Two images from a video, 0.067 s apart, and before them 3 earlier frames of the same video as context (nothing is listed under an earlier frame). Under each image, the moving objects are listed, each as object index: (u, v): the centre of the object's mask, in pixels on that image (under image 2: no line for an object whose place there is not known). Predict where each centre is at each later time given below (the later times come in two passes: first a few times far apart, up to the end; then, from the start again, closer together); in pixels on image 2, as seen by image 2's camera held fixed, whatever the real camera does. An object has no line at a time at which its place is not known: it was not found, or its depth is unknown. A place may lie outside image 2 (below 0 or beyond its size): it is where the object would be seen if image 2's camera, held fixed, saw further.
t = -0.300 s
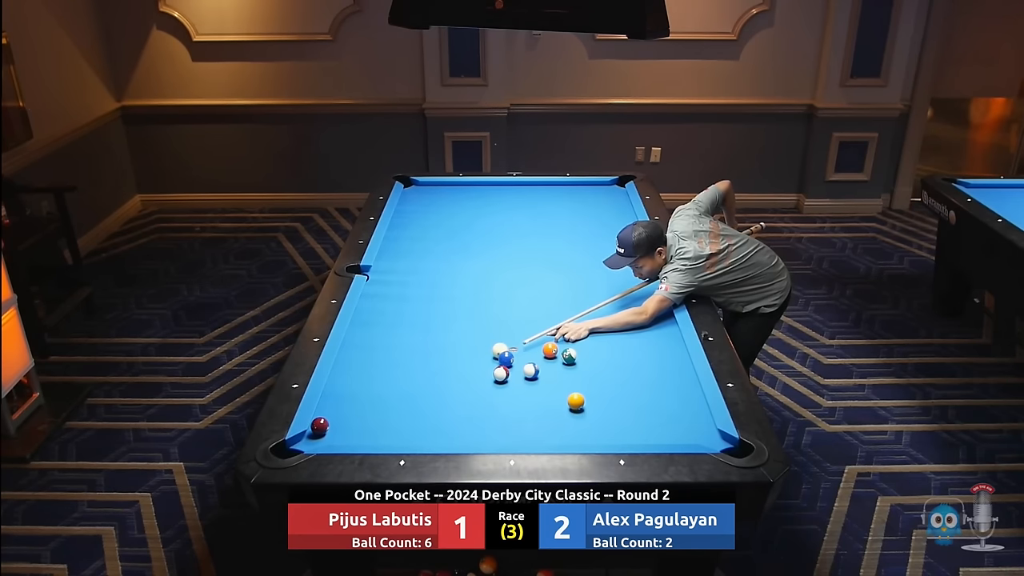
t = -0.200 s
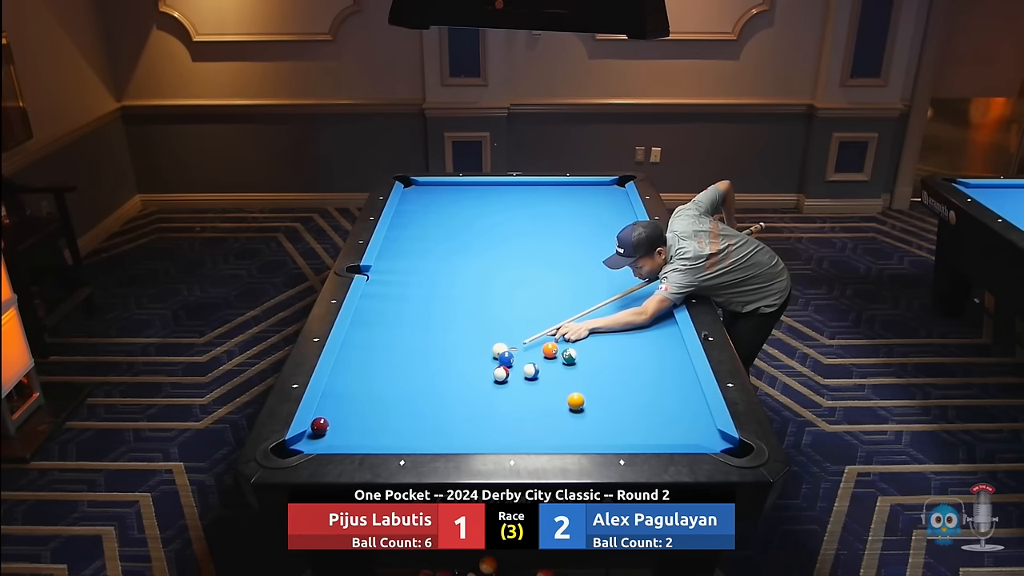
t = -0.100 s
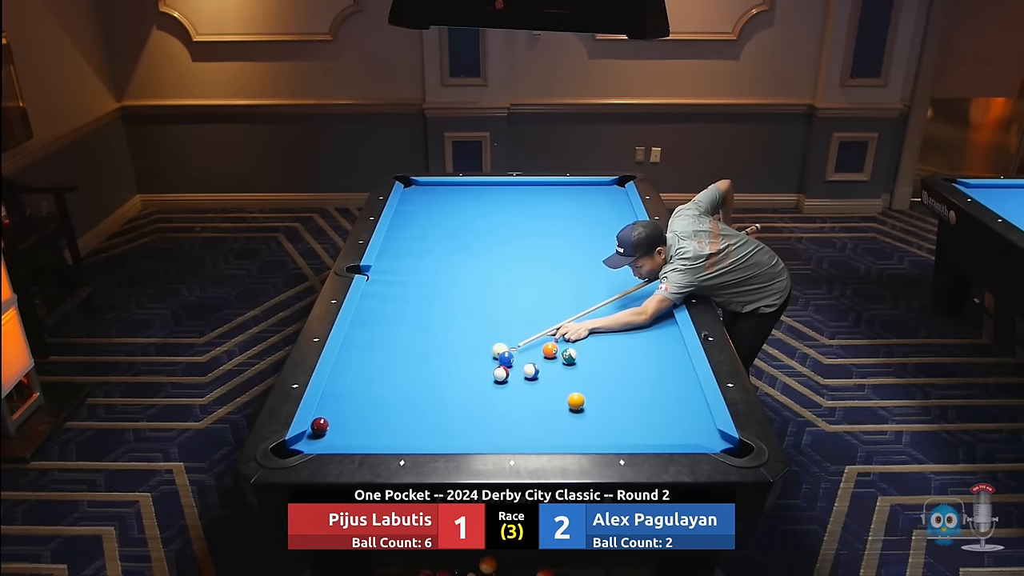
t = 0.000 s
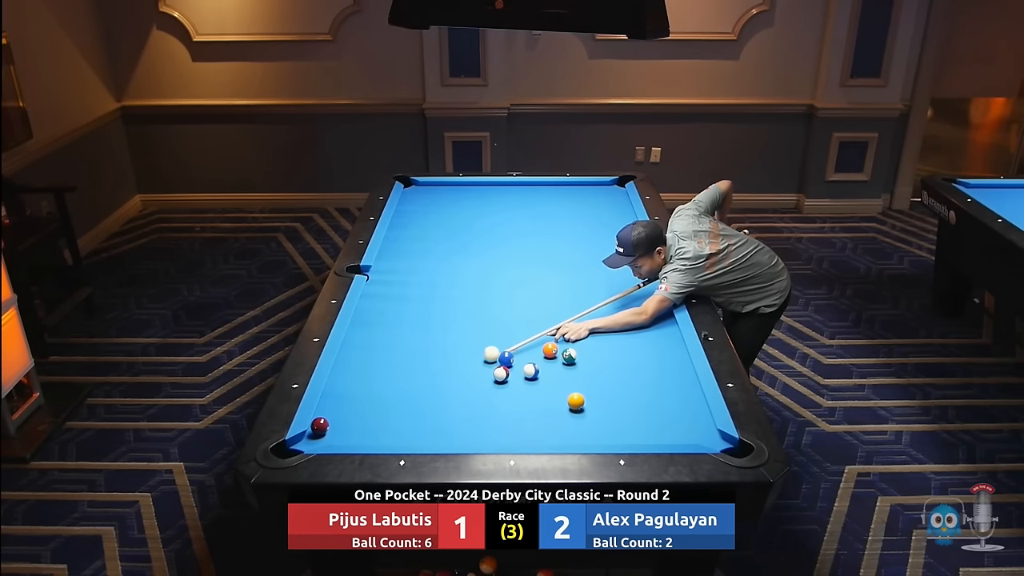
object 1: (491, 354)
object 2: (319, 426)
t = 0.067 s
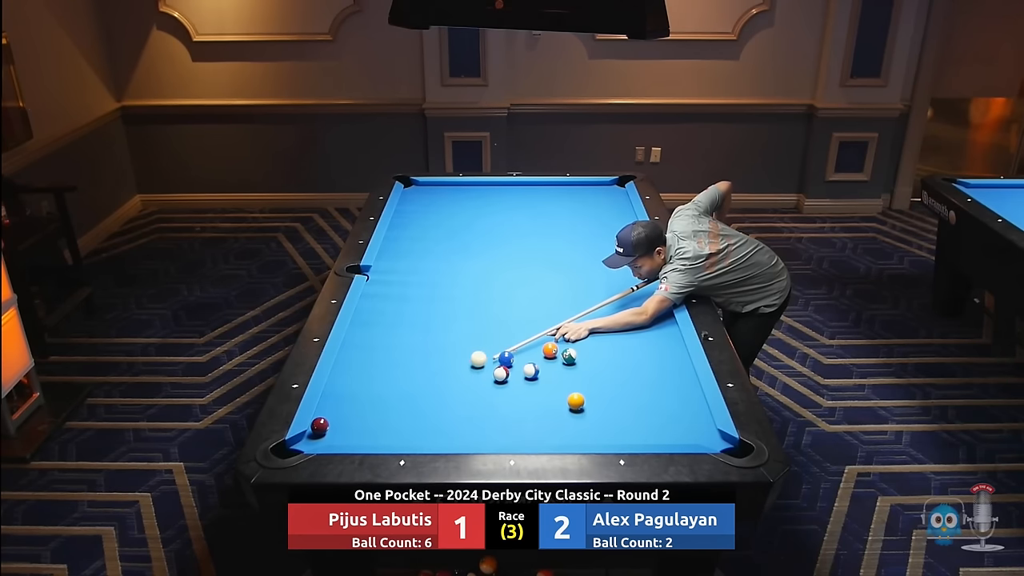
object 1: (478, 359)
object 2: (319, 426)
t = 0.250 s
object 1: (452, 370)
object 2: (319, 426)
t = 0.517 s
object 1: (415, 384)
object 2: (319, 426)
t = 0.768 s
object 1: (381, 398)
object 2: (319, 426)
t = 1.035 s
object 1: (344, 413)
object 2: (319, 426)
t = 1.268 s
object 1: (327, 417)
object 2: (323, 431)
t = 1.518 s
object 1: (323, 420)
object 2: (333, 436)
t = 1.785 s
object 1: (327, 423)
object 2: (342, 438)
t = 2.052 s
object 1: (330, 426)
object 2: (351, 437)
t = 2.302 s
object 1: (332, 427)
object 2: (357, 435)
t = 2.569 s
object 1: (334, 427)
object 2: (362, 434)
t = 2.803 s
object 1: (336, 427)
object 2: (365, 433)
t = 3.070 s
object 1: (336, 427)
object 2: (366, 432)
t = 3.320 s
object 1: (336, 426)
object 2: (366, 432)
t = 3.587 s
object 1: (336, 427)
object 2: (365, 432)
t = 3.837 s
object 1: (336, 427)
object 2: (365, 431)
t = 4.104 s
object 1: (336, 427)
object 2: (365, 431)
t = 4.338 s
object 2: (365, 431)
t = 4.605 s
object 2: (365, 431)
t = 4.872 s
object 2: (365, 431)
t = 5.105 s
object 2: (365, 431)
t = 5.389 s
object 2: (365, 431)
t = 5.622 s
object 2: (365, 431)
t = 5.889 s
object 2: (365, 431)
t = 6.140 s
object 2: (365, 431)
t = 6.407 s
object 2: (365, 431)
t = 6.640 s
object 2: (365, 431)
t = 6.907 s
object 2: (365, 431)
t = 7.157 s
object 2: (365, 431)
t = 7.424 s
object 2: (365, 431)
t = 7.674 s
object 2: (365, 431)
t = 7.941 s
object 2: (365, 431)
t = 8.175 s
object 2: (365, 431)
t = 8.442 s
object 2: (365, 432)
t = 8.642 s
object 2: (365, 431)
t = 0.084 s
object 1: (475, 360)
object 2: (319, 426)
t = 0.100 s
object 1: (472, 361)
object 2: (319, 426)
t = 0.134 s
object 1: (467, 363)
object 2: (319, 426)
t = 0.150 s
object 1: (465, 364)
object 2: (319, 426)
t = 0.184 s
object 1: (461, 366)
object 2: (319, 426)
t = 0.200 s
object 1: (458, 367)
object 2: (319, 426)
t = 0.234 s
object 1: (454, 369)
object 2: (319, 426)
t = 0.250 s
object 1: (452, 370)
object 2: (319, 426)
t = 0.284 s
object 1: (447, 372)
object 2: (319, 426)
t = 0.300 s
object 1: (445, 372)
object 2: (319, 426)
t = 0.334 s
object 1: (440, 374)
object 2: (319, 426)
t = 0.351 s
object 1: (438, 375)
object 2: (319, 426)
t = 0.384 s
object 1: (434, 377)
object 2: (319, 426)
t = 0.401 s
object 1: (431, 378)
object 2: (319, 426)
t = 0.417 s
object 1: (429, 379)
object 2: (319, 426)
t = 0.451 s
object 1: (425, 381)
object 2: (319, 426)
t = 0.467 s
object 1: (422, 382)
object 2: (319, 426)
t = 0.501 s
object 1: (418, 383)
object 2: (319, 426)
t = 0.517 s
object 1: (415, 384)
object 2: (319, 426)
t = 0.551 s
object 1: (411, 386)
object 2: (319, 426)
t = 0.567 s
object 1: (409, 387)
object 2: (319, 426)
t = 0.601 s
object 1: (404, 389)
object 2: (319, 426)
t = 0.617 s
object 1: (402, 390)
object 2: (319, 426)
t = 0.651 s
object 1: (397, 392)
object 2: (319, 426)
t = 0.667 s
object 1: (395, 393)
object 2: (319, 426)
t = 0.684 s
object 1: (393, 394)
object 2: (319, 426)
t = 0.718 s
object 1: (388, 396)
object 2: (319, 426)
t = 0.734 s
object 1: (386, 396)
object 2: (319, 426)
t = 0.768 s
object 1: (381, 398)
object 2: (319, 426)
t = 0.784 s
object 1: (379, 399)
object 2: (319, 426)
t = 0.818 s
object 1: (374, 401)
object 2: (319, 426)
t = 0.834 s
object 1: (372, 402)
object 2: (319, 426)
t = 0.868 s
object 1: (368, 404)
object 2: (319, 426)
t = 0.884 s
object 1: (365, 405)
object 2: (319, 426)
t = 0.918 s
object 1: (361, 407)
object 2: (319, 426)
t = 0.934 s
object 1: (358, 407)
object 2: (319, 426)
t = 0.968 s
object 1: (354, 410)
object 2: (319, 426)
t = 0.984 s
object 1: (351, 410)
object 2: (319, 426)
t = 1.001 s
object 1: (349, 411)
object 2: (319, 426)
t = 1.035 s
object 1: (344, 413)
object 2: (319, 426)
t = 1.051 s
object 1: (342, 414)
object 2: (319, 426)
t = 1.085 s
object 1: (337, 416)
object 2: (319, 426)
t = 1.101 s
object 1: (335, 417)
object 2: (319, 426)
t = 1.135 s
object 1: (333, 417)
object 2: (317, 427)
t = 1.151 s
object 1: (333, 417)
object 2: (318, 428)
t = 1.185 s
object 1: (331, 417)
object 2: (319, 429)
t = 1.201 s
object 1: (331, 417)
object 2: (320, 429)
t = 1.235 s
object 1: (329, 417)
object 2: (321, 430)
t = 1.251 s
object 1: (328, 417)
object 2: (322, 431)
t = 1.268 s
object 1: (327, 417)
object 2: (323, 431)
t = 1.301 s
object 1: (326, 417)
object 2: (324, 432)
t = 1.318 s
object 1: (325, 417)
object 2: (325, 432)
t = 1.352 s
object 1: (323, 417)
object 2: (326, 433)
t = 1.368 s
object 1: (322, 418)
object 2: (327, 433)
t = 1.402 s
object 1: (321, 419)
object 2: (328, 434)
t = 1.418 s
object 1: (321, 419)
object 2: (329, 434)
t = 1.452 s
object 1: (321, 419)
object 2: (330, 435)
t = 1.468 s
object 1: (322, 419)
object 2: (331, 435)
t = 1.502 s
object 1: (322, 420)
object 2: (332, 435)
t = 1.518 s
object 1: (323, 420)
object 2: (333, 436)
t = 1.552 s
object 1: (323, 421)
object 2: (334, 436)
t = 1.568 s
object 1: (323, 421)
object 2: (334, 436)
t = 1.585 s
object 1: (324, 421)
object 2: (335, 437)
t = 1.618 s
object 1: (324, 421)
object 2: (336, 437)
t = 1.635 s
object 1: (324, 422)
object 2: (337, 437)
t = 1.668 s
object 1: (325, 422)
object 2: (338, 438)
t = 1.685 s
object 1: (325, 422)
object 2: (339, 438)
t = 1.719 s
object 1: (326, 423)
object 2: (340, 438)
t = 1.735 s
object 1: (326, 423)
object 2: (340, 438)
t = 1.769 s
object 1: (326, 423)
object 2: (342, 438)
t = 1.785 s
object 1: (327, 423)
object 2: (342, 438)
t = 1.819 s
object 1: (327, 424)
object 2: (343, 438)
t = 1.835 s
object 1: (327, 424)
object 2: (344, 438)
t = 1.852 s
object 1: (327, 424)
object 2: (345, 438)
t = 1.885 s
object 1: (328, 424)
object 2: (346, 438)
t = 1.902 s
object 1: (328, 424)
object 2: (346, 438)
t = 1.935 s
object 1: (329, 425)
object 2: (347, 437)
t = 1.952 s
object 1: (329, 425)
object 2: (348, 437)
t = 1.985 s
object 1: (329, 425)
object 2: (349, 437)
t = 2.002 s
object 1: (329, 425)
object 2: (349, 437)
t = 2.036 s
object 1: (330, 426)
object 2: (350, 437)
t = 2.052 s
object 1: (330, 426)
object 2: (351, 437)
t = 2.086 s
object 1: (330, 426)
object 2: (351, 436)
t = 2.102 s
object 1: (330, 426)
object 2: (352, 437)
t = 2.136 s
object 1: (331, 426)
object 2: (353, 436)
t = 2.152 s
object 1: (331, 426)
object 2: (353, 436)
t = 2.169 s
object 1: (331, 426)
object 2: (353, 436)
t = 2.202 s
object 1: (331, 426)
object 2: (354, 436)
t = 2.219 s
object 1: (332, 426)
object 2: (355, 436)
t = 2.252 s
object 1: (332, 427)
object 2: (356, 436)
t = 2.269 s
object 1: (332, 427)
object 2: (356, 436)
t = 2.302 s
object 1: (332, 427)
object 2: (357, 435)
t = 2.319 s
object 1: (332, 427)
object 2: (357, 435)
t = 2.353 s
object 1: (333, 427)
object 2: (358, 435)
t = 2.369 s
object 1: (333, 427)
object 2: (358, 435)
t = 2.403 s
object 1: (333, 427)
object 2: (359, 435)
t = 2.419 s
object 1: (333, 427)
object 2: (359, 435)
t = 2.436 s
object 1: (333, 427)
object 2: (360, 435)
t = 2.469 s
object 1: (334, 427)
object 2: (360, 434)
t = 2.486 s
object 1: (334, 427)
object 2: (360, 434)
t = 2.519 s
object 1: (334, 427)
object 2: (361, 434)
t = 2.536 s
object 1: (334, 427)
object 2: (361, 434)
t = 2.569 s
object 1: (334, 427)
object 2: (362, 434)
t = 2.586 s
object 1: (334, 427)
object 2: (362, 434)
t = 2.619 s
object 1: (335, 427)
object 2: (363, 434)
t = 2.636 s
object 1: (335, 427)
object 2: (363, 434)
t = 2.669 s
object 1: (335, 427)
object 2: (363, 434)
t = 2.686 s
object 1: (335, 427)
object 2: (363, 434)
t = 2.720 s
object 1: (335, 427)
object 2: (364, 434)
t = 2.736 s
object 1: (335, 427)
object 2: (364, 433)
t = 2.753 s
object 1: (335, 427)
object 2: (364, 433)
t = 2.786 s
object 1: (336, 427)
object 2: (364, 433)
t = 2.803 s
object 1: (336, 427)
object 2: (365, 433)
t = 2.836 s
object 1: (336, 427)
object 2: (365, 433)
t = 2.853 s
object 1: (336, 427)
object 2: (365, 433)
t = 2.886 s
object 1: (336, 427)
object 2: (365, 433)
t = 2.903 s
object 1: (336, 427)
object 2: (366, 433)
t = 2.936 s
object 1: (336, 427)
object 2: (366, 432)
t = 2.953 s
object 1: (336, 427)
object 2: (366, 432)
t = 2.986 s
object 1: (336, 427)
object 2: (366, 433)
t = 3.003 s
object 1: (336, 427)
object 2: (366, 433)
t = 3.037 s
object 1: (336, 427)
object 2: (366, 432)
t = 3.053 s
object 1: (336, 427)
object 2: (366, 432)
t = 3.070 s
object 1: (336, 427)
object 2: (366, 432)
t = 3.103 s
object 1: (336, 427)
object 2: (366, 432)
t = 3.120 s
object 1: (336, 427)
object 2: (366, 432)
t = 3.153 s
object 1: (336, 427)
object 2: (366, 432)
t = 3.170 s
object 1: (336, 427)
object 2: (366, 432)
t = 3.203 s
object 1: (336, 427)
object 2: (366, 432)
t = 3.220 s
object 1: (336, 427)
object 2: (366, 432)
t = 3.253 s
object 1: (336, 426)
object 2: (366, 432)
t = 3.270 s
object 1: (336, 427)
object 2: (366, 432)
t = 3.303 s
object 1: (336, 426)
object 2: (366, 432)
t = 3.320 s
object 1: (336, 426)
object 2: (366, 432)
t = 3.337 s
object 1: (336, 427)
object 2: (366, 432)
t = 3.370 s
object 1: (336, 426)
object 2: (366, 432)
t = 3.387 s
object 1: (336, 427)
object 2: (366, 432)
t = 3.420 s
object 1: (336, 427)
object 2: (366, 432)
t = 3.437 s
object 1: (336, 427)
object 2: (366, 432)
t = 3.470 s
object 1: (336, 427)
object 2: (366, 432)
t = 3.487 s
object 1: (336, 427)
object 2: (366, 432)
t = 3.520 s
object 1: (336, 427)
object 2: (366, 432)
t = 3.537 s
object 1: (336, 427)
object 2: (366, 432)
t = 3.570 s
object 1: (336, 427)
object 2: (365, 432)
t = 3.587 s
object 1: (336, 427)
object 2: (365, 432)
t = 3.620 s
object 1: (336, 427)
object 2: (365, 432)
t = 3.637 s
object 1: (336, 427)
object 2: (365, 432)
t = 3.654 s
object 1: (336, 427)
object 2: (365, 432)
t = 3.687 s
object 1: (336, 427)
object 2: (365, 432)
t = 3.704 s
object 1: (336, 427)
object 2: (365, 431)
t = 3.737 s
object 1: (336, 427)
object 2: (365, 431)
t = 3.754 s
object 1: (336, 427)
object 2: (365, 431)
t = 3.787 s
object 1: (336, 427)
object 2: (365, 431)
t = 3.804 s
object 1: (336, 427)
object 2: (365, 431)
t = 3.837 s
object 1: (336, 427)
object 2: (365, 431)
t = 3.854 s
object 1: (336, 427)
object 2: (365, 431)
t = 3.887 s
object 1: (336, 427)
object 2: (365, 431)
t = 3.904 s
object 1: (336, 427)
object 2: (365, 431)
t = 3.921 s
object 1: (336, 427)
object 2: (365, 431)
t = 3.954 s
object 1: (336, 427)
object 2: (365, 431)
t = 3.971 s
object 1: (336, 427)
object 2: (365, 431)
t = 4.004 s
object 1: (336, 427)
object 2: (365, 431)
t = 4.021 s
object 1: (336, 427)
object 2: (365, 431)
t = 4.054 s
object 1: (336, 427)
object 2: (365, 431)
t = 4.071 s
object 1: (336, 427)
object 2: (365, 431)
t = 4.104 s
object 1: (336, 427)
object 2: (365, 431)
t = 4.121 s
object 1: (336, 427)
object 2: (365, 431)
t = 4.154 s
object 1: (336, 427)
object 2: (365, 431)
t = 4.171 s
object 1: (336, 427)
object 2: (365, 431)
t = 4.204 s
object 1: (336, 427)
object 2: (365, 431)
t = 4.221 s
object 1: (336, 427)
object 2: (365, 431)
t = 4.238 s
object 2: (365, 431)
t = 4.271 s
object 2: (365, 431)
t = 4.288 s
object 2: (365, 431)
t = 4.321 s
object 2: (365, 431)
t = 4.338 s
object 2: (365, 431)
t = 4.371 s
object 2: (365, 431)
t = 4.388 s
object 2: (365, 431)
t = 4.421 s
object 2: (365, 431)
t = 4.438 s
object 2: (365, 431)
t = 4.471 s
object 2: (365, 431)
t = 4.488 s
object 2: (365, 431)
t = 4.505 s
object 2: (365, 431)
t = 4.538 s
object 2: (365, 431)
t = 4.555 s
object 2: (365, 431)
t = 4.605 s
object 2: (365, 431)
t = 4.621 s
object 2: (365, 431)
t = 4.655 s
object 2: (365, 431)
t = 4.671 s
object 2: (365, 431)
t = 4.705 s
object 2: (365, 431)
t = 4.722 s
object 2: (365, 431)
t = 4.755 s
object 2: (365, 431)
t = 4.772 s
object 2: (365, 431)
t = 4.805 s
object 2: (365, 431)
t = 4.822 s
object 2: (365, 431)
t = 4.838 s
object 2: (365, 431)
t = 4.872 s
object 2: (365, 431)
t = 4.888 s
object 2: (365, 431)
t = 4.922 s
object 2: (365, 431)
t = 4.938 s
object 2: (365, 431)
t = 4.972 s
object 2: (365, 431)
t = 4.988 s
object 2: (365, 431)
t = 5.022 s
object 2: (365, 431)
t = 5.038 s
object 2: (365, 431)
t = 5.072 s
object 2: (365, 431)
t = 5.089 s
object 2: (365, 431)
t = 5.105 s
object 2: (365, 431)
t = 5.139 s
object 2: (365, 431)
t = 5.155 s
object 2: (365, 431)
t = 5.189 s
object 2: (365, 431)
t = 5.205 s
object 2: (365, 431)
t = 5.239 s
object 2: (365, 431)
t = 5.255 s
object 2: (365, 431)
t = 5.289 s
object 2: (365, 431)
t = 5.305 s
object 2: (365, 431)
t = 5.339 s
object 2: (365, 431)
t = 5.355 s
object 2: (365, 431)
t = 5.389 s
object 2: (365, 431)
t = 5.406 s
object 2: (365, 431)
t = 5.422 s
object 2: (365, 431)
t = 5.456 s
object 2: (365, 431)
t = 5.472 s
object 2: (365, 431)
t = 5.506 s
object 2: (365, 431)
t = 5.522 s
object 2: (365, 431)
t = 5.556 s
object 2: (365, 431)
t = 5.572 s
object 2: (365, 431)
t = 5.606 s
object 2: (365, 431)
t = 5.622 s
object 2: (365, 431)
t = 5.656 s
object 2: (365, 431)
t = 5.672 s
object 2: (365, 431)
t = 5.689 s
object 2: (365, 431)
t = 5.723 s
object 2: (365, 431)
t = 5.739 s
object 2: (365, 431)
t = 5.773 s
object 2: (365, 431)
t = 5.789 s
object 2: (365, 431)
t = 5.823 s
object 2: (365, 431)
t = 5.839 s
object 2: (365, 431)
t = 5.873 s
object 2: (365, 431)
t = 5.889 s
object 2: (365, 431)
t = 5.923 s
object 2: (365, 431)
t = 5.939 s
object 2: (365, 431)
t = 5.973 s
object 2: (365, 431)
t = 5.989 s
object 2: (365, 431)
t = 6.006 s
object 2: (365, 431)
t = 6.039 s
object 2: (365, 431)
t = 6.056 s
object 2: (365, 431)
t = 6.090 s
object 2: (365, 431)
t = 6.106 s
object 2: (365, 431)
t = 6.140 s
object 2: (365, 431)
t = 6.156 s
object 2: (365, 431)
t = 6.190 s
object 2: (365, 431)
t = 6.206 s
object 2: (365, 431)
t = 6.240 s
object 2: (365, 431)
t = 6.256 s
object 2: (365, 431)
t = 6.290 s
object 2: (365, 431)
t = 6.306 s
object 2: (365, 431)
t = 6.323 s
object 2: (365, 431)
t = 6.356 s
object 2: (365, 431)
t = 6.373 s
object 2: (365, 431)
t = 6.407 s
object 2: (365, 431)
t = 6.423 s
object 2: (365, 431)
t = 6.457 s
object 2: (365, 431)
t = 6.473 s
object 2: (365, 431)
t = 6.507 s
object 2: (365, 431)
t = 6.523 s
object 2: (365, 431)
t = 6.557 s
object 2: (365, 431)
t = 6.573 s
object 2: (365, 431)
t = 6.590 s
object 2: (365, 431)
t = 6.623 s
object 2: (365, 431)
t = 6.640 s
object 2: (365, 431)
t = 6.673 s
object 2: (365, 431)
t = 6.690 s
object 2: (365, 431)
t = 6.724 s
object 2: (365, 431)
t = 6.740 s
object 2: (365, 431)
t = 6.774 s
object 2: (365, 431)
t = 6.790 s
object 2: (365, 431)
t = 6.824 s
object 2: (365, 431)
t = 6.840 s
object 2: (365, 431)
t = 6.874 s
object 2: (365, 431)
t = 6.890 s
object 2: (365, 431)
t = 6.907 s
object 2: (365, 431)
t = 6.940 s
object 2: (365, 431)
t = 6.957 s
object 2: (365, 431)
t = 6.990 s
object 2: (365, 431)
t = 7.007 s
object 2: (365, 431)
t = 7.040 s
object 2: (365, 431)
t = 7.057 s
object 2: (365, 431)
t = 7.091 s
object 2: (365, 431)
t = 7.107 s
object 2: (365, 431)
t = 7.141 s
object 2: (365, 431)
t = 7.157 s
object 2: (365, 431)
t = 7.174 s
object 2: (365, 431)
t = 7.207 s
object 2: (365, 431)
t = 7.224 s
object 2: (365, 431)
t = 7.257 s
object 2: (365, 431)
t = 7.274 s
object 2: (365, 431)
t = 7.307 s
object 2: (365, 431)
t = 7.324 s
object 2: (365, 431)
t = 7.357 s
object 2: (365, 431)
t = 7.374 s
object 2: (365, 431)
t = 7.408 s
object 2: (365, 431)
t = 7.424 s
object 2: (365, 431)
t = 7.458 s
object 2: (365, 431)
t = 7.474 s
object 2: (365, 431)
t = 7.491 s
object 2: (365, 431)
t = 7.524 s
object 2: (365, 431)
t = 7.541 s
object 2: (365, 431)
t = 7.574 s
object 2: (365, 431)
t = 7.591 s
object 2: (365, 431)
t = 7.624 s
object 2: (365, 431)
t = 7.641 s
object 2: (365, 431)
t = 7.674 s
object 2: (365, 431)
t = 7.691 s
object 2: (365, 431)
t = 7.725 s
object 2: (365, 431)
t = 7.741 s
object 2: (365, 431)
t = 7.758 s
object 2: (365, 431)
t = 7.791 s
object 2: (365, 431)
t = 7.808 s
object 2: (365, 431)
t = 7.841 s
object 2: (365, 431)
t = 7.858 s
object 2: (365, 431)
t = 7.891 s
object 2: (365, 431)
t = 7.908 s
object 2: (365, 431)
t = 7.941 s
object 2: (365, 431)
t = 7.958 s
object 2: (365, 431)
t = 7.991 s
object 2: (365, 431)
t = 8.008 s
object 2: (365, 431)
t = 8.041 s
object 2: (365, 431)
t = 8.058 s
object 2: (365, 431)
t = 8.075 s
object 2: (365, 432)
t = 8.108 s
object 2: (365, 431)
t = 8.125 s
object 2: (365, 431)
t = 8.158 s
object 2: (365, 431)
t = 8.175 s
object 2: (365, 431)
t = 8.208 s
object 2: (365, 431)
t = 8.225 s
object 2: (365, 431)
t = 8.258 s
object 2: (365, 431)
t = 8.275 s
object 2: (365, 432)
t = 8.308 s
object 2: (365, 431)
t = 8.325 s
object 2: (365, 431)
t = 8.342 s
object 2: (365, 431)
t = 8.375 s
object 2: (365, 431)
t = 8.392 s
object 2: (365, 431)
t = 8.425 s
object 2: (365, 432)
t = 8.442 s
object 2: (365, 432)
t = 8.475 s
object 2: (365, 432)
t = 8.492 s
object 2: (365, 431)
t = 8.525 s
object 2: (365, 431)
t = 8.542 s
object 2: (365, 431)
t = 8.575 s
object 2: (365, 431)
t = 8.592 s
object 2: (365, 431)
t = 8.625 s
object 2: (365, 431)
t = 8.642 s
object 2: (365, 431)
